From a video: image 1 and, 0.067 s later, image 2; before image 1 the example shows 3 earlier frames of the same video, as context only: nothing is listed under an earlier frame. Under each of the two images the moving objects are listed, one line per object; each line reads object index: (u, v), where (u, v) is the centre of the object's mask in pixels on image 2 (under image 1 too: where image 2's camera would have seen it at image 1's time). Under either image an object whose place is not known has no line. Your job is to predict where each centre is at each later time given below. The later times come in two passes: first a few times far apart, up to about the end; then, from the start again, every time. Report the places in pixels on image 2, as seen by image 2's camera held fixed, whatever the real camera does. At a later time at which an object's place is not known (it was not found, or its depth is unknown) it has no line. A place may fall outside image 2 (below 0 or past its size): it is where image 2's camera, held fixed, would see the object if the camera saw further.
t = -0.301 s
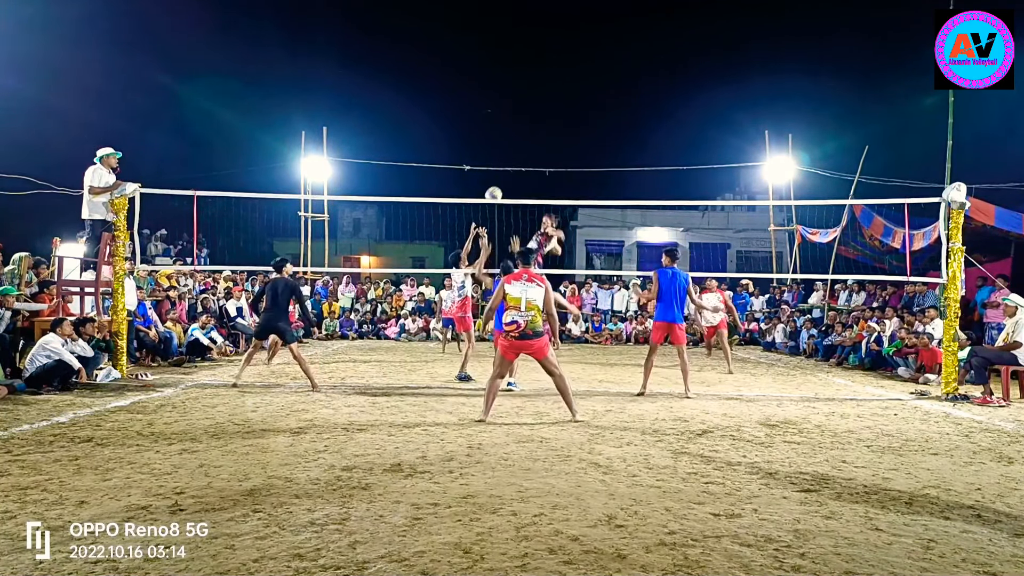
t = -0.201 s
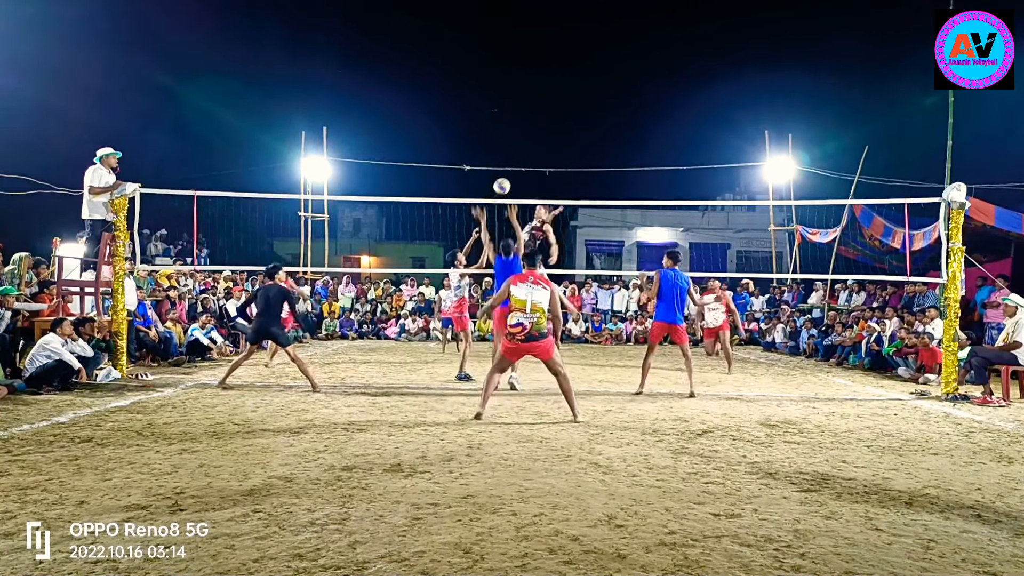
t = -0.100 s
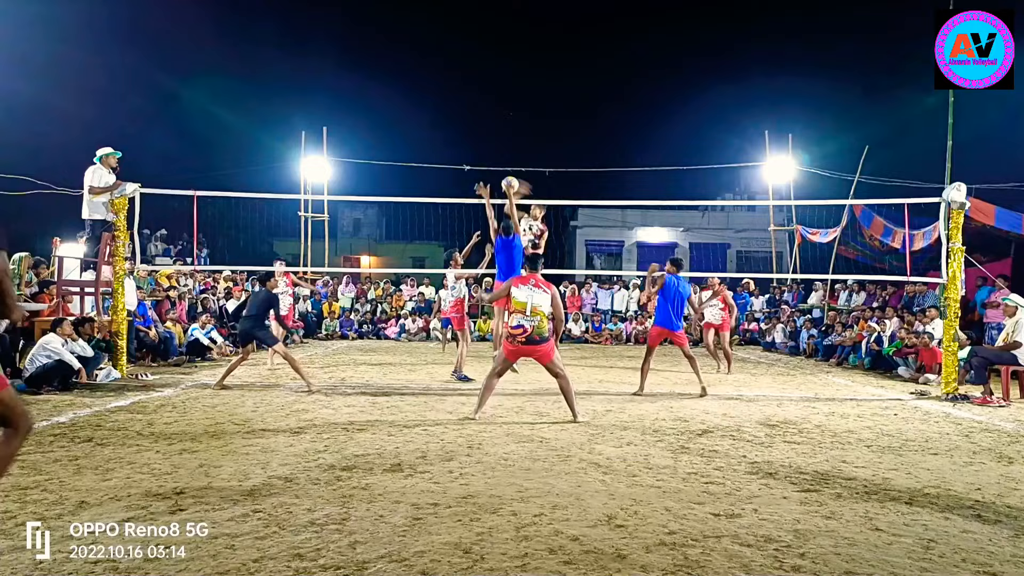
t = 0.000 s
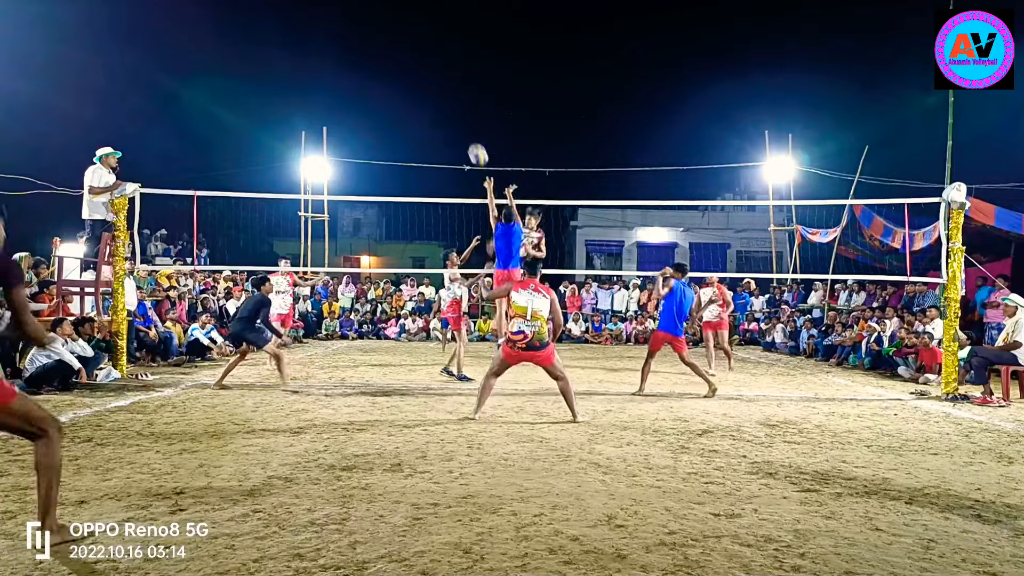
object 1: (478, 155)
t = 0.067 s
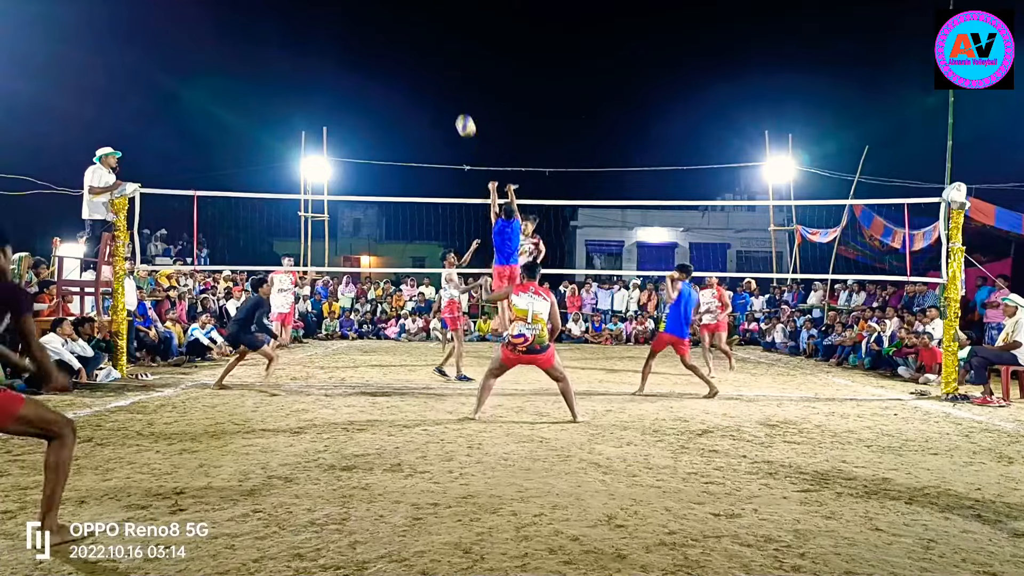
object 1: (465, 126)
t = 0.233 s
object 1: (432, 66)
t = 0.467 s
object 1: (380, 16)
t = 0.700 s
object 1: (322, 12)
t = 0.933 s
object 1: (257, 62)
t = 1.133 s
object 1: (198, 155)
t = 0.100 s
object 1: (459, 112)
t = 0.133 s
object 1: (453, 100)
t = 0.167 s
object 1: (446, 88)
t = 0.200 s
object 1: (439, 77)
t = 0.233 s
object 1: (432, 66)
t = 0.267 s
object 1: (425, 56)
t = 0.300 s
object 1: (418, 48)
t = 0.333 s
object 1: (411, 40)
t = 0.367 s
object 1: (403, 32)
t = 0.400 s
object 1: (396, 26)
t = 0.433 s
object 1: (388, 21)
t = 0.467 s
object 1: (380, 16)
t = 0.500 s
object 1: (372, 12)
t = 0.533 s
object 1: (364, 10)
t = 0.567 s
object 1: (356, 9)
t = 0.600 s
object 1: (348, 8)
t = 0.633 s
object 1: (339, 9)
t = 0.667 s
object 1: (330, 10)
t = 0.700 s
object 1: (322, 12)
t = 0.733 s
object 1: (313, 15)
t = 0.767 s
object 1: (304, 20)
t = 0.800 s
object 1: (295, 26)
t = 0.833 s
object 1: (286, 32)
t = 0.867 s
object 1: (276, 41)
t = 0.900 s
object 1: (267, 51)
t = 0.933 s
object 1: (257, 62)
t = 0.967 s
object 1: (248, 73)
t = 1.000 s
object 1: (238, 87)
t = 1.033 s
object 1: (228, 102)
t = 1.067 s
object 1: (218, 118)
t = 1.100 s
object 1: (208, 136)
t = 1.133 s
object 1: (198, 155)
